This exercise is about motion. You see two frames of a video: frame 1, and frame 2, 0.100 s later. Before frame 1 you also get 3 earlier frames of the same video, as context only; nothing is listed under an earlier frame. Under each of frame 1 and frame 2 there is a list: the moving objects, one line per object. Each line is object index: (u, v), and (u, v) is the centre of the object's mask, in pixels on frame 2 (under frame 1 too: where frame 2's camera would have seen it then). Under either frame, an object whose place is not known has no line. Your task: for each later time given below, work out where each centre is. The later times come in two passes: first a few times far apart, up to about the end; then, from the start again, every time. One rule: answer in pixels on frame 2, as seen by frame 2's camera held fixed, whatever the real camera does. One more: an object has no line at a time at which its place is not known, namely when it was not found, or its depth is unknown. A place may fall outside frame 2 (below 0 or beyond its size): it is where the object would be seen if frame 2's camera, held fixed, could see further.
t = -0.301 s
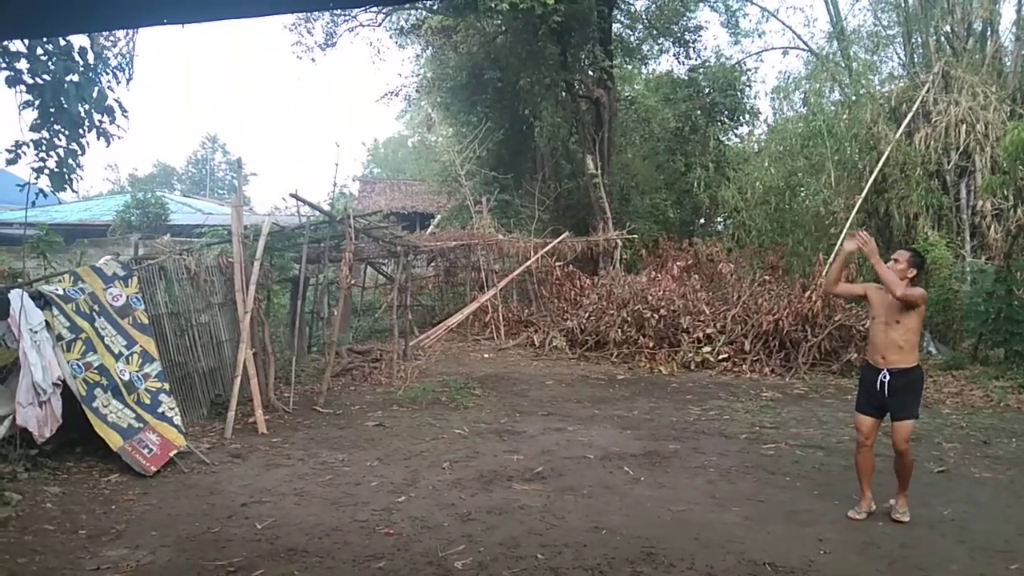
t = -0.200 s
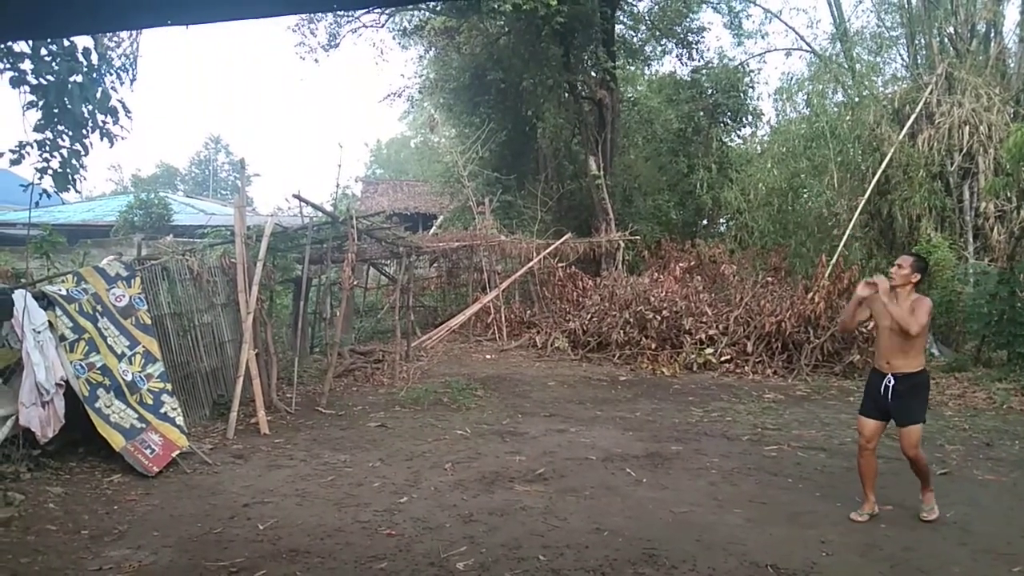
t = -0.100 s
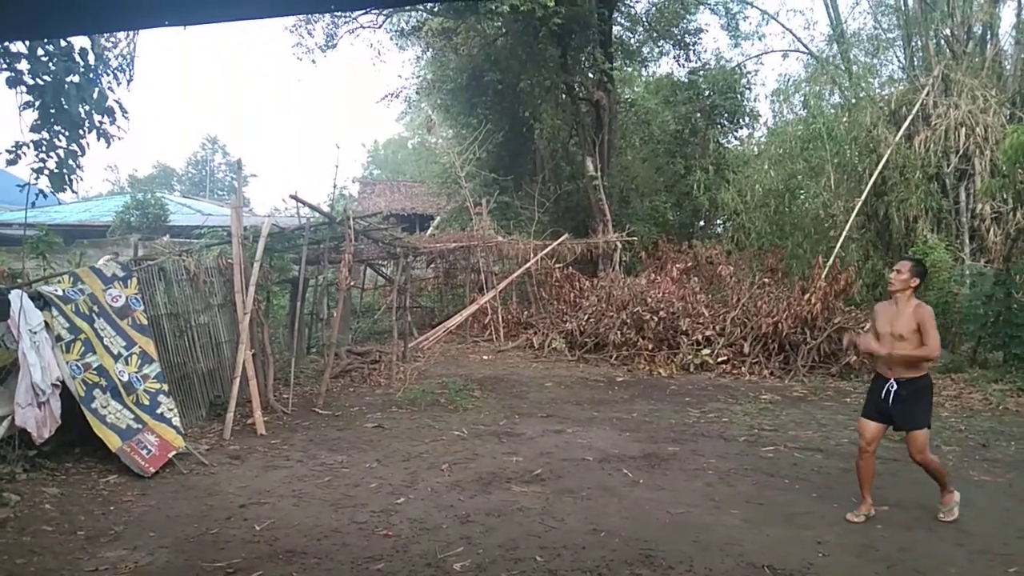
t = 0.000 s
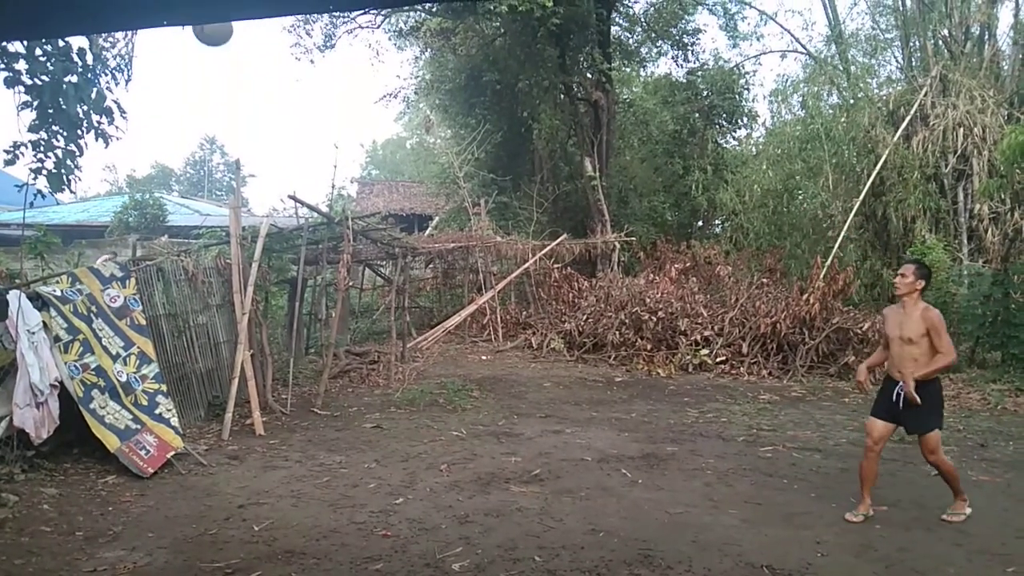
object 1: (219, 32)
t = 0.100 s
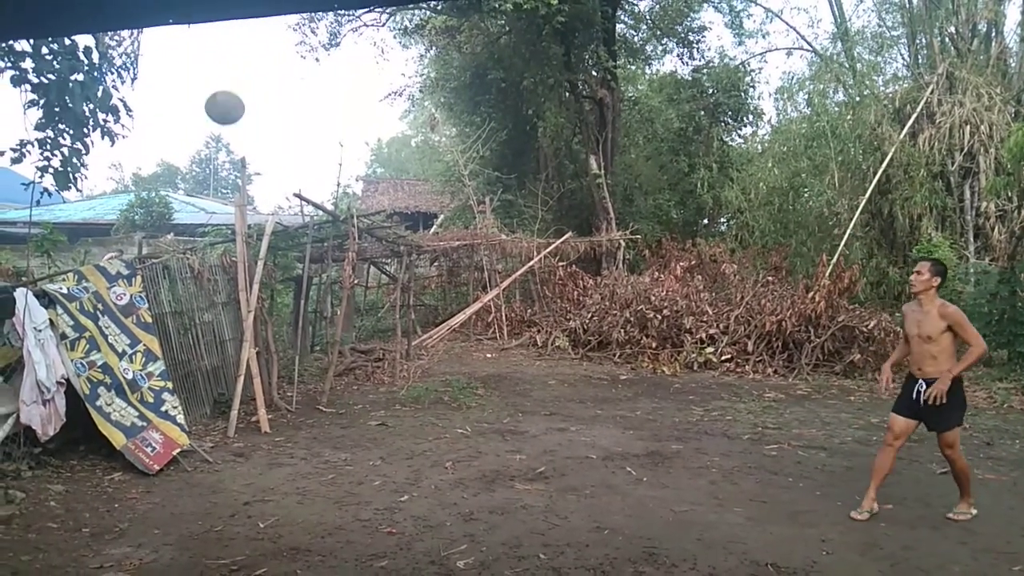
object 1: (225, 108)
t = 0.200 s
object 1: (230, 201)
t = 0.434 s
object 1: (246, 477)
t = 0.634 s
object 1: (254, 333)
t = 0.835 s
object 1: (263, 226)
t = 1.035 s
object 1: (272, 181)
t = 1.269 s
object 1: (281, 204)
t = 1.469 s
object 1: (287, 280)
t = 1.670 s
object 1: (294, 414)
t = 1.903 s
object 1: (305, 371)
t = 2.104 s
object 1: (316, 310)
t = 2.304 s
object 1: (327, 304)
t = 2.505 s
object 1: (337, 350)
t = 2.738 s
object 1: (349, 448)
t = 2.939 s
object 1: (355, 375)
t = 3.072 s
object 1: (361, 358)
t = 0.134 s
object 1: (227, 138)
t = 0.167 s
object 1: (230, 171)
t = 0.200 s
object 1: (230, 201)
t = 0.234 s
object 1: (234, 238)
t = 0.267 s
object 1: (236, 272)
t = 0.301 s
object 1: (238, 310)
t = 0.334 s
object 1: (239, 349)
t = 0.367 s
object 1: (241, 391)
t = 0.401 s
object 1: (243, 434)
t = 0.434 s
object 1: (246, 477)
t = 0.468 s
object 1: (248, 472)
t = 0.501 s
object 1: (248, 441)
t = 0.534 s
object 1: (250, 411)
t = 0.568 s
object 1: (252, 383)
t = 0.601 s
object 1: (253, 357)
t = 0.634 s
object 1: (254, 333)
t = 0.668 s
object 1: (256, 311)
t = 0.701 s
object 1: (259, 291)
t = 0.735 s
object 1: (260, 272)
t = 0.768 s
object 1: (262, 254)
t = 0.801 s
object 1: (263, 240)
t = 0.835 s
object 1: (263, 226)
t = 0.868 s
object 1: (265, 215)
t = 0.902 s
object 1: (267, 205)
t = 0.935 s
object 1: (268, 196)
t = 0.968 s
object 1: (269, 190)
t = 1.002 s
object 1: (271, 185)
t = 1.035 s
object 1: (272, 181)
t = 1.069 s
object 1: (274, 179)
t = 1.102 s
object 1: (275, 179)
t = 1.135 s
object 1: (276, 181)
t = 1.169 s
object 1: (277, 184)
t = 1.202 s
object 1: (278, 189)
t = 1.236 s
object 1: (279, 196)
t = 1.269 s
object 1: (281, 204)
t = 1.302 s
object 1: (281, 212)
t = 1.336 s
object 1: (283, 222)
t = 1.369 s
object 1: (283, 235)
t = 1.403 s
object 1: (284, 248)
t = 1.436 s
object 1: (285, 265)
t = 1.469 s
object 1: (287, 280)
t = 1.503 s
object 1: (287, 299)
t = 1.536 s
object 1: (288, 320)
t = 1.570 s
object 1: (290, 341)
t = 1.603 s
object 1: (291, 364)
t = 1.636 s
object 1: (293, 387)
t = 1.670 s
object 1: (294, 414)
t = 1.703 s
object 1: (296, 440)
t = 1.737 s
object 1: (297, 464)
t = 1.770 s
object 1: (299, 442)
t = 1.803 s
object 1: (301, 421)
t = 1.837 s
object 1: (301, 404)
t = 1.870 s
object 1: (304, 387)
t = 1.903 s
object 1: (305, 371)
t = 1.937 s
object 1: (307, 358)
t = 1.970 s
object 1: (308, 345)
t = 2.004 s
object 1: (310, 335)
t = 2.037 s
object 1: (312, 324)
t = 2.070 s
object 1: (314, 316)
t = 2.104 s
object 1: (316, 310)
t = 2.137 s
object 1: (317, 306)
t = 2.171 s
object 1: (319, 302)
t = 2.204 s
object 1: (321, 301)
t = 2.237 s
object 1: (323, 301)
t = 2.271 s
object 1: (325, 301)
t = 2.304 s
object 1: (327, 304)
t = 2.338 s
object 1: (329, 308)
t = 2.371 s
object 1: (331, 314)
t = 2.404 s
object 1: (333, 321)
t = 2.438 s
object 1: (334, 329)
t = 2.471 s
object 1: (336, 339)
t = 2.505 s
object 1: (337, 350)
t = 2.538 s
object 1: (338, 362)
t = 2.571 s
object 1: (341, 376)
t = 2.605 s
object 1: (343, 392)
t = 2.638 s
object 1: (344, 410)
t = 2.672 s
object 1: (346, 428)
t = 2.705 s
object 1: (348, 448)
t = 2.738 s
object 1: (349, 448)
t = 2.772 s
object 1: (350, 432)
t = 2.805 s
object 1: (351, 418)
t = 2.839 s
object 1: (352, 405)
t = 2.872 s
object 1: (354, 394)
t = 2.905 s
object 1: (354, 384)
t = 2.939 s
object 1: (355, 375)
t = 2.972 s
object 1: (357, 370)
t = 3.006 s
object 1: (356, 365)
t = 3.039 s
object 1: (359, 361)
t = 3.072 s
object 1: (361, 358)
